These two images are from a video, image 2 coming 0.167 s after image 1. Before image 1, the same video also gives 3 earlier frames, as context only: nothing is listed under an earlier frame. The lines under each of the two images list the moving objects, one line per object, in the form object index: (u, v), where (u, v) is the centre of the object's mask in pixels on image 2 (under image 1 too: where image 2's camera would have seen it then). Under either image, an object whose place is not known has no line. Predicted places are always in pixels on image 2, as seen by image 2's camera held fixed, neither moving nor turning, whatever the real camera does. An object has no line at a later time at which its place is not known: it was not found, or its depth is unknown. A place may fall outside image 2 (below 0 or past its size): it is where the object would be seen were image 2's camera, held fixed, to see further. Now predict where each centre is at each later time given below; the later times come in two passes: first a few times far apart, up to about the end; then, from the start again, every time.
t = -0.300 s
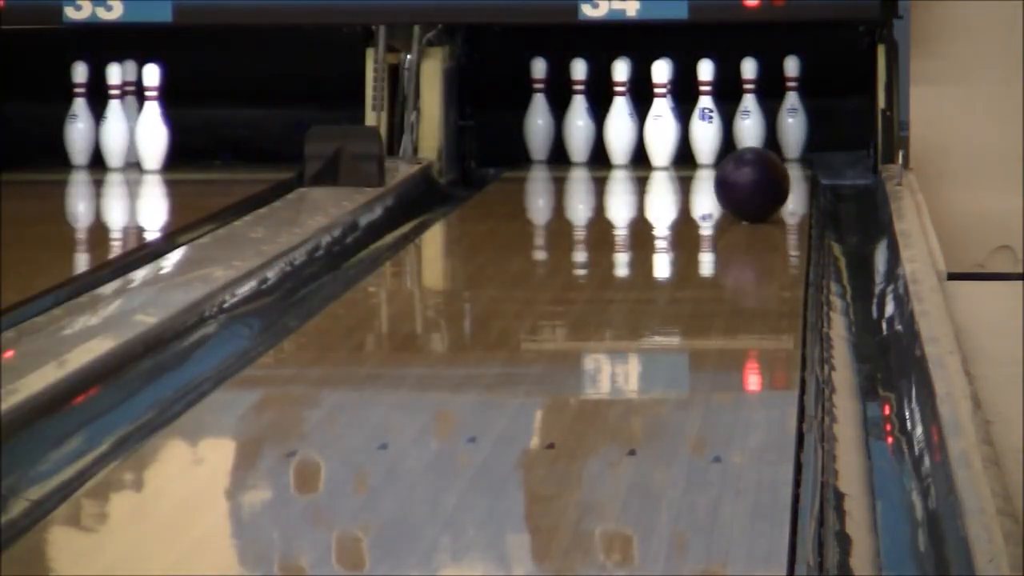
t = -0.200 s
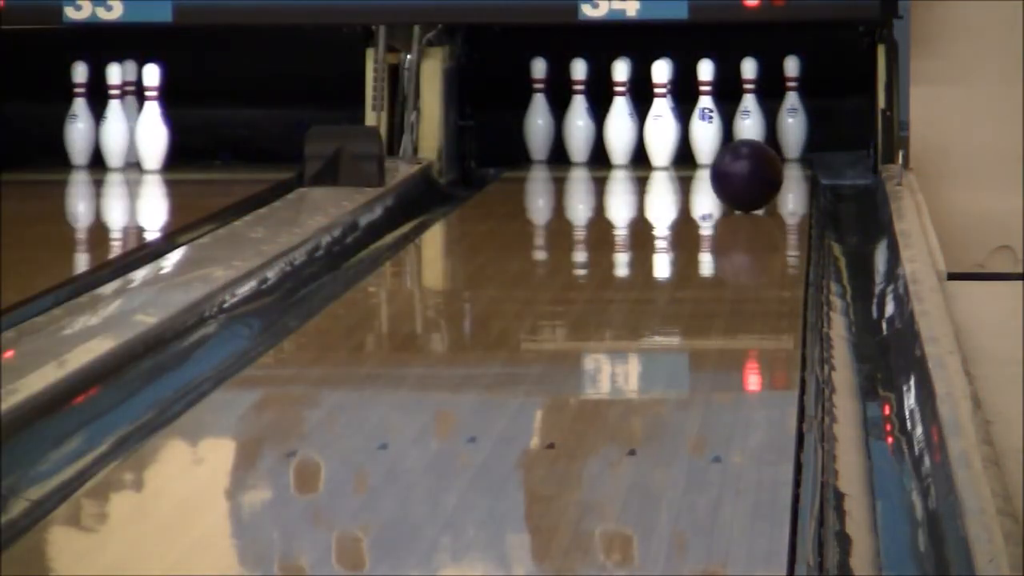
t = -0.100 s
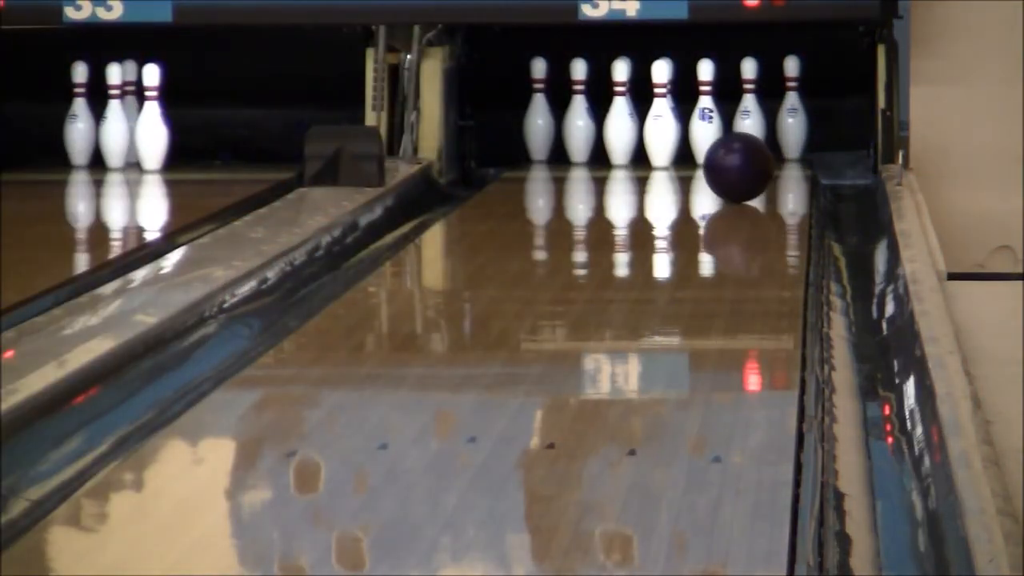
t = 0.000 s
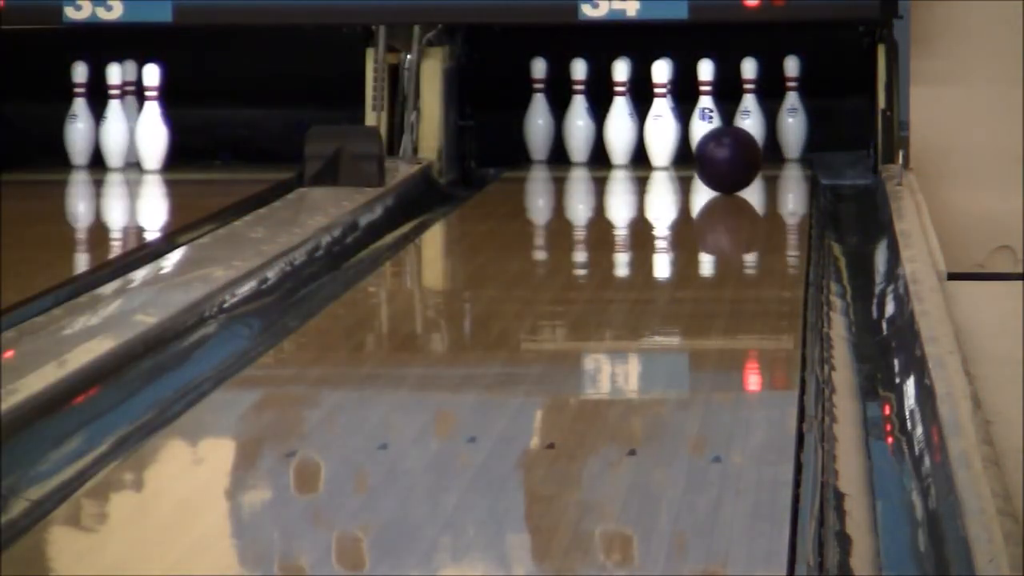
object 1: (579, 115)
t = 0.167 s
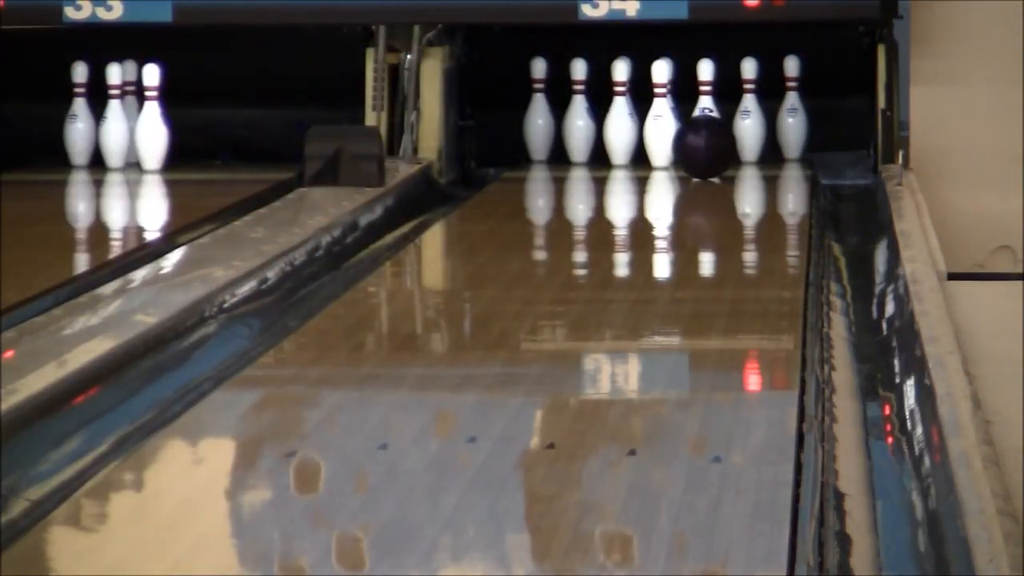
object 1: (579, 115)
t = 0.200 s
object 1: (579, 115)
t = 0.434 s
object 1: (573, 99)
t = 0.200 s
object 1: (579, 115)
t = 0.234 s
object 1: (579, 115)
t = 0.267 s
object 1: (579, 115)
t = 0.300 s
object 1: (579, 115)
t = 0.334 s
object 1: (578, 115)
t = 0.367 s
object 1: (577, 116)
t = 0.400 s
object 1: (578, 113)
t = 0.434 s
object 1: (573, 99)
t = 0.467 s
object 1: (567, 96)
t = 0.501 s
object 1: (569, 110)
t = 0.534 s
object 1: (565, 119)
